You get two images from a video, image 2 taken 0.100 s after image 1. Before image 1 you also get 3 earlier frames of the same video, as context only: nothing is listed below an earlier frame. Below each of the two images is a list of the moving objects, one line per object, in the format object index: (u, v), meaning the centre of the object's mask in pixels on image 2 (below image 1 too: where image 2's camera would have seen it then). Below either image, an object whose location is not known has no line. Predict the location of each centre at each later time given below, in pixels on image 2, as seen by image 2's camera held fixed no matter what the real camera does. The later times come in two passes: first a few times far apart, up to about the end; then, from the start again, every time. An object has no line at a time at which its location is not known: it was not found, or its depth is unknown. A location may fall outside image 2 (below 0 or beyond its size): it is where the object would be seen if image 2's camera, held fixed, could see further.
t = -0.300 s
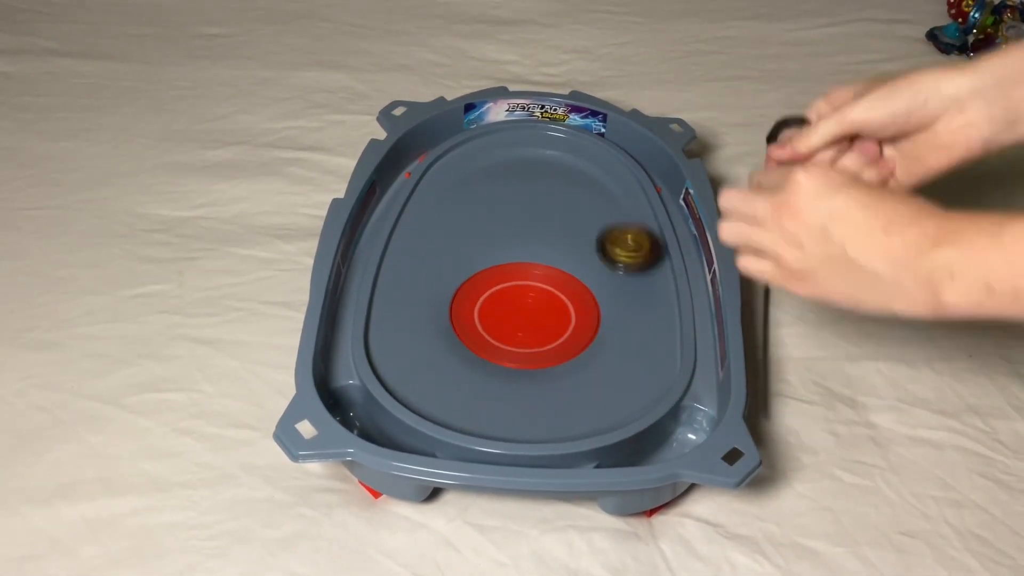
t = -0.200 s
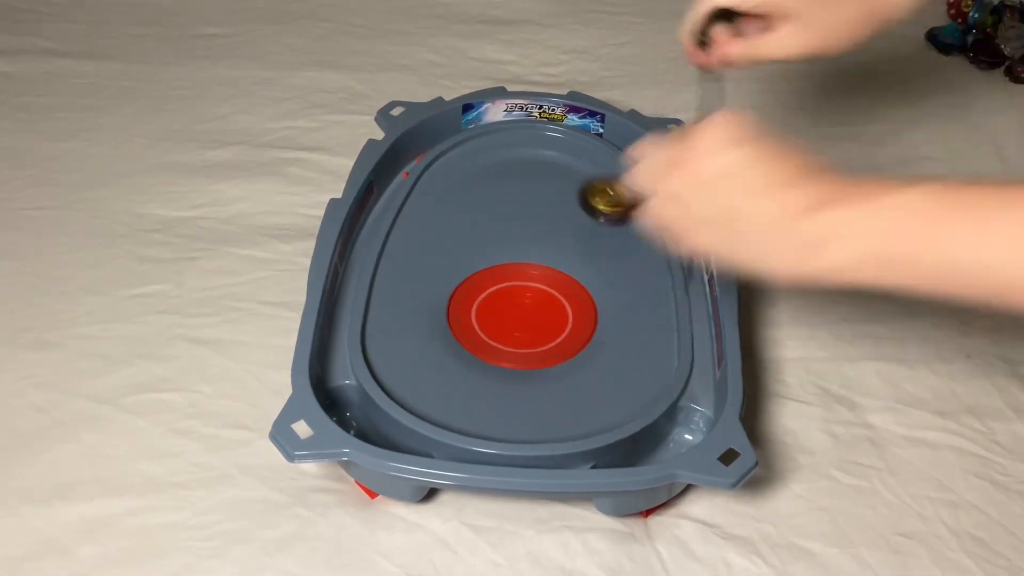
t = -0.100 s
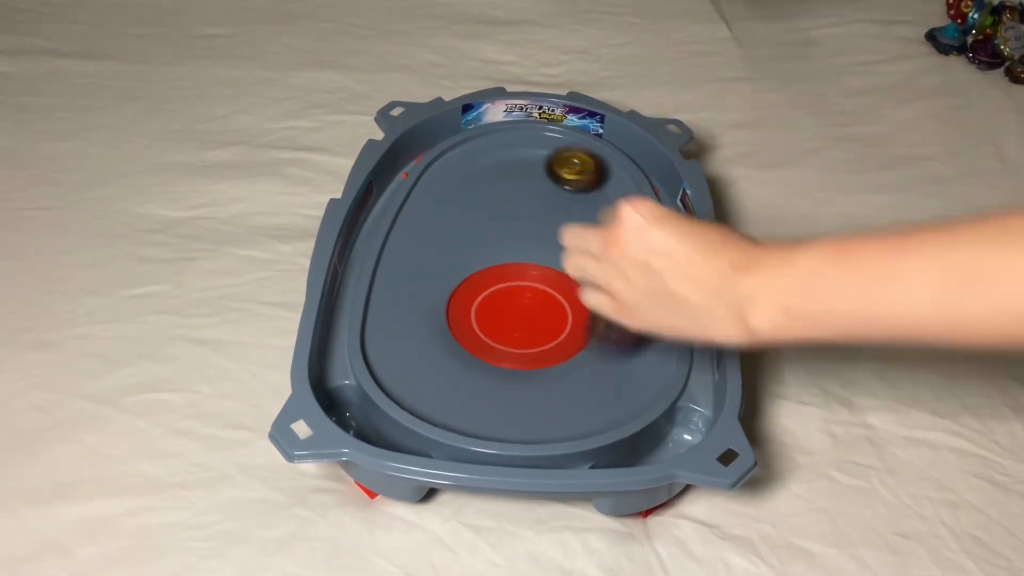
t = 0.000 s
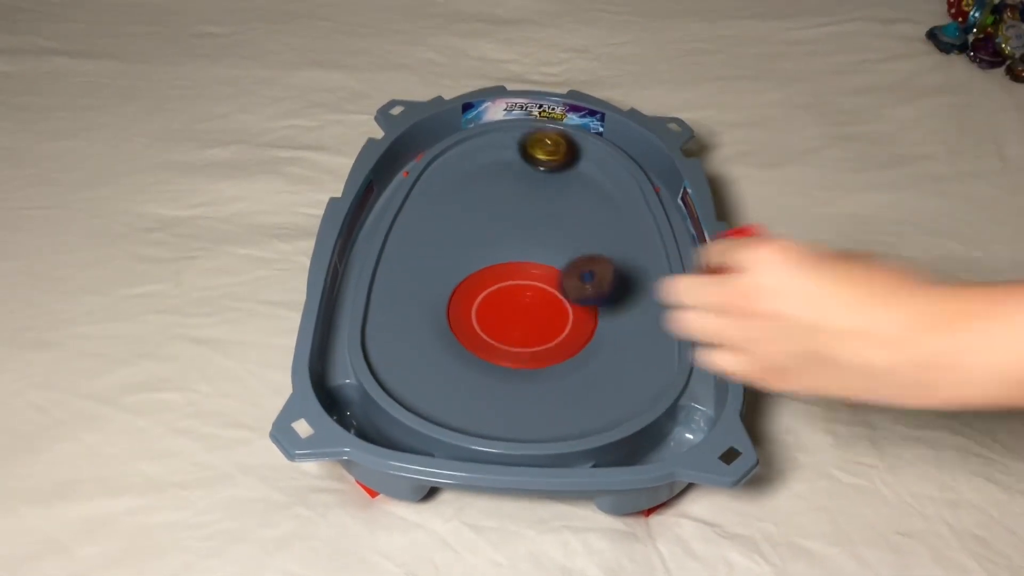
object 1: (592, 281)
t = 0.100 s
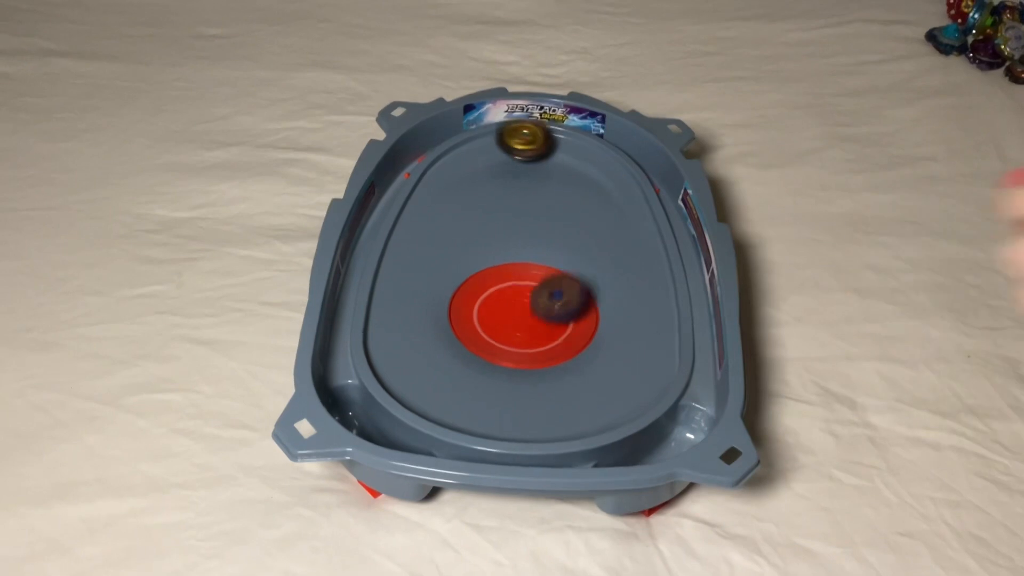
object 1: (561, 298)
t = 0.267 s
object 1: (502, 272)
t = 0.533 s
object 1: (543, 276)
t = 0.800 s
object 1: (590, 352)
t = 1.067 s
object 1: (617, 399)
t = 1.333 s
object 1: (575, 350)
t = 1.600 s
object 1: (426, 294)
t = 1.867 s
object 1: (421, 323)
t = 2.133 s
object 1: (450, 358)
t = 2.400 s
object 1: (473, 363)
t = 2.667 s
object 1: (570, 316)
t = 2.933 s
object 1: (523, 330)
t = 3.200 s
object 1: (449, 247)
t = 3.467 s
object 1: (496, 247)
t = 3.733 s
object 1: (565, 116)
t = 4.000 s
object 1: (536, 156)
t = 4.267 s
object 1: (530, 143)
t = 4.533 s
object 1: (536, 150)
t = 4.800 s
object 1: (541, 131)
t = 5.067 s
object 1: (496, 158)
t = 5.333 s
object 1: (541, 155)
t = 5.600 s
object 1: (595, 159)
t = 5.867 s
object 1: (615, 179)
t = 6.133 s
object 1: (629, 212)
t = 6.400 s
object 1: (613, 255)
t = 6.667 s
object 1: (627, 282)
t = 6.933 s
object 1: (670, 333)
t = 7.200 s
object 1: (652, 360)
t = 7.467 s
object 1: (611, 364)
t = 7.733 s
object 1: (569, 333)
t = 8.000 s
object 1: (459, 259)
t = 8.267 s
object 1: (415, 210)
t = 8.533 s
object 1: (439, 224)
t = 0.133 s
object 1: (548, 291)
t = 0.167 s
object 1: (534, 288)
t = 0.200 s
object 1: (520, 284)
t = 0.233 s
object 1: (510, 280)
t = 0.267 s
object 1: (502, 272)
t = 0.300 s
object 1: (497, 272)
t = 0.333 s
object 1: (496, 267)
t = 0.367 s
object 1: (496, 266)
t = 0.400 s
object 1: (500, 266)
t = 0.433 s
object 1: (507, 267)
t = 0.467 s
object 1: (517, 268)
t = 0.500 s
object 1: (529, 272)
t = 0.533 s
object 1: (543, 276)
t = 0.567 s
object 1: (556, 282)
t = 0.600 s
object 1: (570, 291)
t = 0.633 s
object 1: (582, 303)
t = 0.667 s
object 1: (590, 315)
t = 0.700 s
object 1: (591, 328)
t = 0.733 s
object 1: (590, 337)
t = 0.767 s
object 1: (589, 345)
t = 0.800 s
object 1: (590, 352)
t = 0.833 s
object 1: (593, 358)
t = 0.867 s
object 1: (596, 366)
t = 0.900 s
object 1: (601, 375)
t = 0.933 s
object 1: (606, 384)
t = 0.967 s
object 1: (611, 393)
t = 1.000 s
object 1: (618, 400)
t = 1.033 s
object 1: (620, 398)
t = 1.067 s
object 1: (617, 399)
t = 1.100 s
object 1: (615, 394)
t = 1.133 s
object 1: (613, 386)
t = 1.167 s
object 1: (610, 379)
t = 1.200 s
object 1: (605, 373)
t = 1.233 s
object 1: (600, 367)
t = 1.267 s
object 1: (593, 362)
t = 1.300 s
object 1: (582, 355)
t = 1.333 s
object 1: (575, 350)
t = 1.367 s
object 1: (568, 341)
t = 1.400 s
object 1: (562, 333)
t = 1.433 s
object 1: (549, 324)
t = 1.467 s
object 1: (535, 316)
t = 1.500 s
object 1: (513, 308)
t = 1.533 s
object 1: (486, 301)
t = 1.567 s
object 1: (451, 299)
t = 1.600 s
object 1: (426, 294)
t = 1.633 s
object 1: (404, 296)
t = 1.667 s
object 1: (382, 296)
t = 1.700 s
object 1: (383, 292)
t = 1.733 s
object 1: (391, 294)
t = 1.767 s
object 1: (400, 305)
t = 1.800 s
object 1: (406, 315)
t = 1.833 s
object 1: (414, 319)
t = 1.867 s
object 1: (421, 323)
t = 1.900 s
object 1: (428, 326)
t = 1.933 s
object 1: (435, 330)
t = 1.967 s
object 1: (440, 335)
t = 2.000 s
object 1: (445, 339)
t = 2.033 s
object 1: (446, 344)
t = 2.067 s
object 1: (449, 349)
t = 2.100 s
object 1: (450, 354)
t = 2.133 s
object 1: (450, 358)
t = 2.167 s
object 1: (451, 362)
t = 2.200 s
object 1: (452, 365)
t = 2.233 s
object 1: (454, 367)
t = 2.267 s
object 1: (456, 368)
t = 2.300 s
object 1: (458, 369)
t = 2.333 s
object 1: (463, 368)
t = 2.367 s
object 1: (467, 366)
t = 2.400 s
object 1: (473, 363)
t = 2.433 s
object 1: (481, 360)
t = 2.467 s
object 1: (491, 355)
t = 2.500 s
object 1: (502, 350)
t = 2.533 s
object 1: (519, 345)
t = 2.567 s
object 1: (536, 338)
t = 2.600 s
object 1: (550, 328)
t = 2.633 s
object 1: (561, 317)
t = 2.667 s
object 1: (570, 316)
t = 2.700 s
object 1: (580, 329)
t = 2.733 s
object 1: (577, 333)
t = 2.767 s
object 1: (570, 337)
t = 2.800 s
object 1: (566, 337)
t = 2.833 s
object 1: (560, 337)
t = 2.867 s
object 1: (550, 336)
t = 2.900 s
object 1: (538, 334)
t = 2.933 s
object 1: (523, 330)
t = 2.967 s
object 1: (505, 324)
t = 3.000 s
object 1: (486, 314)
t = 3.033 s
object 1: (470, 301)
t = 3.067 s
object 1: (457, 285)
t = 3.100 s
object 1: (449, 271)
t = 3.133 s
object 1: (447, 259)
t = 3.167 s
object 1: (448, 250)
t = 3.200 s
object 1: (449, 247)
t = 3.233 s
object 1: (452, 242)
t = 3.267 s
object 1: (455, 240)
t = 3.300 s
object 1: (458, 240)
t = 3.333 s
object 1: (463, 240)
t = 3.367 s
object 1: (469, 244)
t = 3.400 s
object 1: (475, 251)
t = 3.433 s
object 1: (482, 261)
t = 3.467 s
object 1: (496, 247)
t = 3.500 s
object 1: (513, 222)
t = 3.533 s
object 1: (530, 200)
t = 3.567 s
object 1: (543, 181)
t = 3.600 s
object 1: (553, 164)
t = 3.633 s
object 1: (561, 150)
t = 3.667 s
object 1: (565, 134)
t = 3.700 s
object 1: (567, 120)
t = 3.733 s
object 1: (565, 116)
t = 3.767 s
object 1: (563, 120)
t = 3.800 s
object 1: (560, 129)
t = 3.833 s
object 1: (555, 135)
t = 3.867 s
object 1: (550, 146)
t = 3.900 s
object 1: (545, 151)
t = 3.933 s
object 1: (541, 154)
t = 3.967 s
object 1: (538, 155)
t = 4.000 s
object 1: (536, 156)
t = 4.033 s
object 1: (535, 155)
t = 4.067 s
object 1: (535, 153)
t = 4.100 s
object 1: (534, 151)
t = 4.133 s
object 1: (534, 149)
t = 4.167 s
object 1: (534, 146)
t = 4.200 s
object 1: (533, 143)
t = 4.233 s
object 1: (532, 143)
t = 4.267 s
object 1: (530, 143)
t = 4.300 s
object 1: (527, 145)
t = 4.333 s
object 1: (526, 146)
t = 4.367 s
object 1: (526, 146)
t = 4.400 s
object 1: (526, 146)
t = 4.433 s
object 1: (527, 147)
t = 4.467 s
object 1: (529, 148)
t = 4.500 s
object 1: (532, 149)
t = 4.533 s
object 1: (536, 150)
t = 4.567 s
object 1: (540, 152)
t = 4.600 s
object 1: (545, 154)
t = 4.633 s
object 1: (550, 156)
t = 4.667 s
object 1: (554, 156)
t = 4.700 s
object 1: (554, 148)
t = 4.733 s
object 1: (552, 139)
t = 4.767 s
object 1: (547, 132)
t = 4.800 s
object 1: (541, 131)
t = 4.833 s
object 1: (533, 131)
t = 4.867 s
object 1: (525, 134)
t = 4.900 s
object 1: (515, 141)
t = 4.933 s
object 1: (507, 149)
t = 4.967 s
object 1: (501, 152)
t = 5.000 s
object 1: (497, 156)
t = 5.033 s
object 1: (496, 157)
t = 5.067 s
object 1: (496, 158)
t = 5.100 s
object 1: (499, 157)
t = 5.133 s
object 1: (504, 157)
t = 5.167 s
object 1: (509, 156)
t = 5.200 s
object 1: (515, 156)
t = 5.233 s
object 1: (521, 155)
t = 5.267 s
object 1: (527, 155)
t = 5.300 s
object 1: (533, 155)
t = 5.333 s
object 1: (541, 155)
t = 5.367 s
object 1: (548, 155)
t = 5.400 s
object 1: (556, 155)
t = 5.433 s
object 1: (563, 156)
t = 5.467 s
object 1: (570, 156)
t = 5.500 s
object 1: (577, 157)
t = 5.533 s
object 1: (584, 157)
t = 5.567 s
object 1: (590, 158)
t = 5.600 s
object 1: (595, 159)
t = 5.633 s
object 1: (597, 162)
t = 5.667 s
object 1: (597, 164)
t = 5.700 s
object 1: (599, 166)
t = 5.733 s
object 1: (603, 168)
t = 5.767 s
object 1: (607, 170)
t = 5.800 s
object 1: (610, 172)
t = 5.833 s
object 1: (612, 176)
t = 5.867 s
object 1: (615, 179)
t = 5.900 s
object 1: (618, 183)
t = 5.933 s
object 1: (621, 186)
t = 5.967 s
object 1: (623, 190)
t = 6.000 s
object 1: (626, 194)
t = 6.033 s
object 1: (630, 198)
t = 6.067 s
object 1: (632, 203)
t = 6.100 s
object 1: (631, 208)
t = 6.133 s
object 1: (629, 212)
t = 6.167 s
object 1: (627, 217)
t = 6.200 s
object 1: (625, 222)
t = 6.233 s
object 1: (622, 228)
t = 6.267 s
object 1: (620, 233)
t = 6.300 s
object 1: (618, 238)
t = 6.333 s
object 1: (617, 244)
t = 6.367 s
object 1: (615, 249)
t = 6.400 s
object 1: (613, 255)
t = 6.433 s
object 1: (607, 259)
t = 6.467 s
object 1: (599, 264)
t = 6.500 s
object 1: (607, 269)
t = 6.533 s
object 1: (613, 273)
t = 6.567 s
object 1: (616, 276)
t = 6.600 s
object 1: (620, 278)
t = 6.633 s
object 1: (623, 280)
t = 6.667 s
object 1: (627, 282)
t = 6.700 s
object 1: (633, 287)
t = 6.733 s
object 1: (639, 293)
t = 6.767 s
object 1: (643, 299)
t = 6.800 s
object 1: (647, 306)
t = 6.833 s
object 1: (653, 314)
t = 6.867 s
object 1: (658, 321)
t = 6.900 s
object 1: (663, 327)
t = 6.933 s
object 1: (670, 333)
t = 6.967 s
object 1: (673, 337)
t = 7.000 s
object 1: (667, 341)
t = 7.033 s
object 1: (664, 345)
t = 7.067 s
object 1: (661, 348)
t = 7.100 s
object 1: (659, 351)
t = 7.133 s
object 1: (657, 355)
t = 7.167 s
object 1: (655, 357)
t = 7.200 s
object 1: (652, 360)
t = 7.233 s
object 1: (649, 362)
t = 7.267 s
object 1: (645, 364)
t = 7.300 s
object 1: (640, 366)
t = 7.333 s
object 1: (637, 366)
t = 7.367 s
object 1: (630, 367)
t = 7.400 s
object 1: (625, 366)
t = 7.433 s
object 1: (619, 365)
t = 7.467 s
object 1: (611, 364)
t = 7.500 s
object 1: (604, 362)
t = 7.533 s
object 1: (597, 360)
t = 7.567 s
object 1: (589, 357)
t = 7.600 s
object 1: (582, 353)
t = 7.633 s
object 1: (575, 348)
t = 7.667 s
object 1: (570, 342)
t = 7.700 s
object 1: (569, 336)
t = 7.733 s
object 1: (569, 333)
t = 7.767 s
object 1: (565, 330)
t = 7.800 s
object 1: (558, 326)
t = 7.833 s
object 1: (546, 320)
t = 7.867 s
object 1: (529, 315)
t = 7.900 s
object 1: (509, 307)
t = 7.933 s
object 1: (486, 294)
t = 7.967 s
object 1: (470, 277)
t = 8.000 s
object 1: (459, 259)
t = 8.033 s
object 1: (455, 248)
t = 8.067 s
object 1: (451, 239)
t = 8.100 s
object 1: (448, 232)
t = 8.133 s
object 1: (444, 225)
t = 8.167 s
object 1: (439, 221)
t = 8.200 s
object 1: (432, 216)
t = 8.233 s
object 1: (424, 213)
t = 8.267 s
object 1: (415, 210)
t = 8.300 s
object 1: (409, 208)
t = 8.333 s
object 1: (416, 213)
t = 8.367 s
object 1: (421, 216)
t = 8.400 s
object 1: (426, 218)
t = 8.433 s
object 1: (429, 221)
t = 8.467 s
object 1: (432, 222)
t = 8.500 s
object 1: (436, 224)
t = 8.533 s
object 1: (439, 224)
